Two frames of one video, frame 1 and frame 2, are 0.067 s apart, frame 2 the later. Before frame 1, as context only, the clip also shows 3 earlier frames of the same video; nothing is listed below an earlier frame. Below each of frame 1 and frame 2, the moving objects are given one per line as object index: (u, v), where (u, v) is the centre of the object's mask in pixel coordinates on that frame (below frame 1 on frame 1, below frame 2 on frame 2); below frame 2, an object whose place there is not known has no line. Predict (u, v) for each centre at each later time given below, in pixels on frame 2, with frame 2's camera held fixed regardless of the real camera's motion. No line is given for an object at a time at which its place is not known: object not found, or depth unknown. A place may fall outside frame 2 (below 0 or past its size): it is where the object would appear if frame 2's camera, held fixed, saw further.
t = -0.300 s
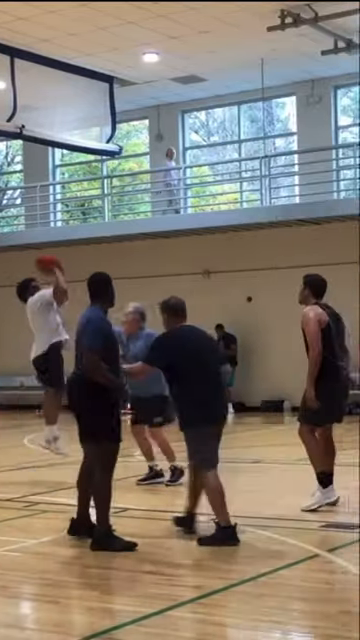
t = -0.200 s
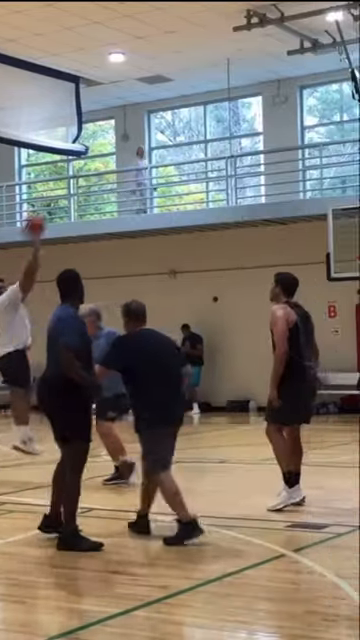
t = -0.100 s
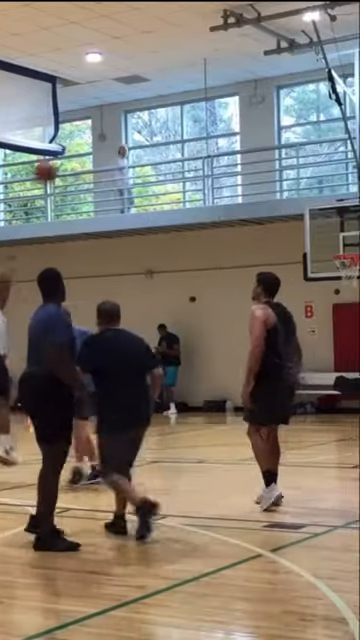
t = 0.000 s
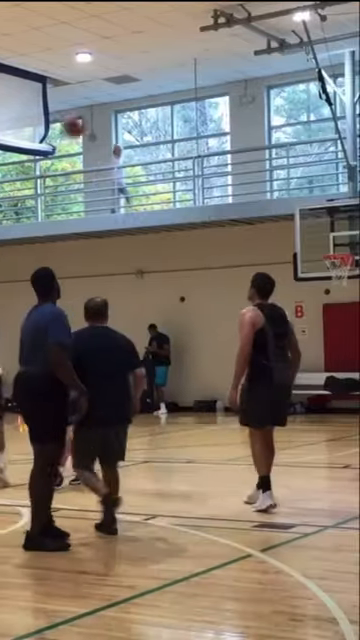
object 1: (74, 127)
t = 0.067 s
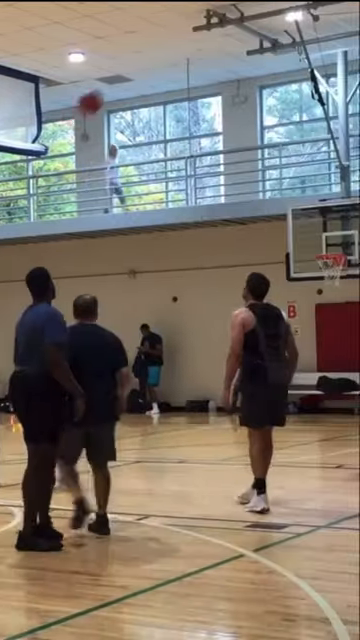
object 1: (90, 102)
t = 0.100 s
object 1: (103, 92)
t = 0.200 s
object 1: (143, 63)
